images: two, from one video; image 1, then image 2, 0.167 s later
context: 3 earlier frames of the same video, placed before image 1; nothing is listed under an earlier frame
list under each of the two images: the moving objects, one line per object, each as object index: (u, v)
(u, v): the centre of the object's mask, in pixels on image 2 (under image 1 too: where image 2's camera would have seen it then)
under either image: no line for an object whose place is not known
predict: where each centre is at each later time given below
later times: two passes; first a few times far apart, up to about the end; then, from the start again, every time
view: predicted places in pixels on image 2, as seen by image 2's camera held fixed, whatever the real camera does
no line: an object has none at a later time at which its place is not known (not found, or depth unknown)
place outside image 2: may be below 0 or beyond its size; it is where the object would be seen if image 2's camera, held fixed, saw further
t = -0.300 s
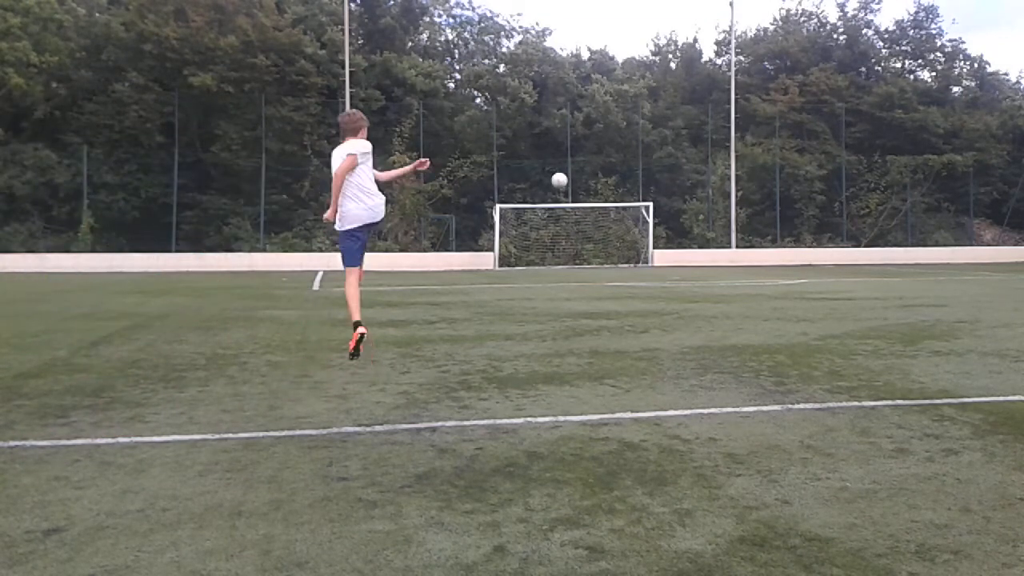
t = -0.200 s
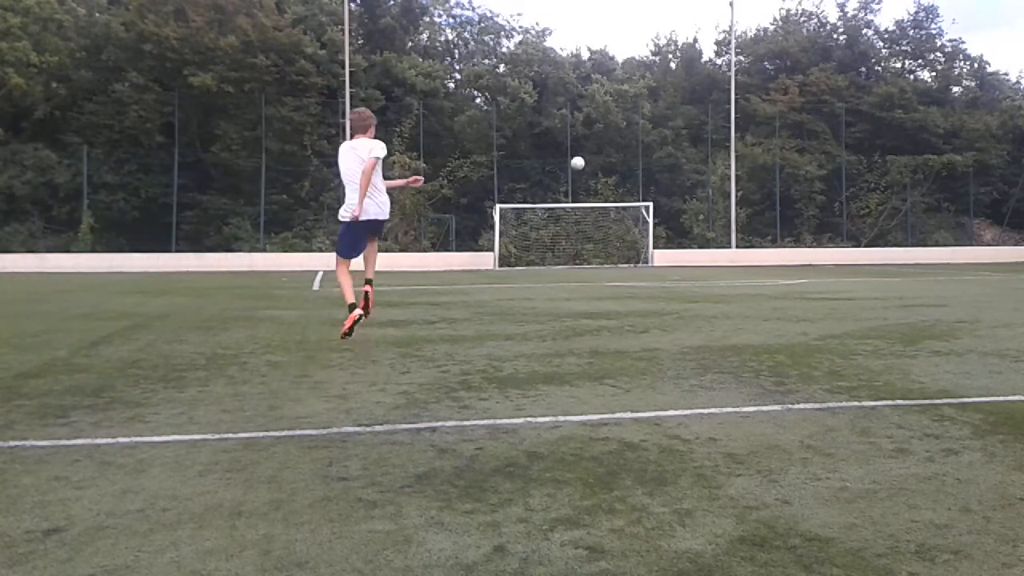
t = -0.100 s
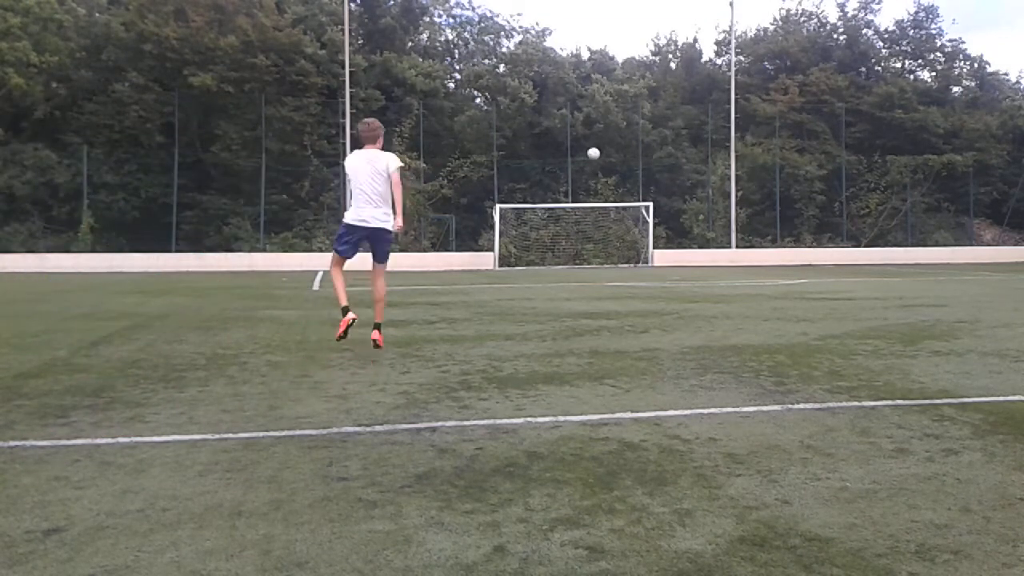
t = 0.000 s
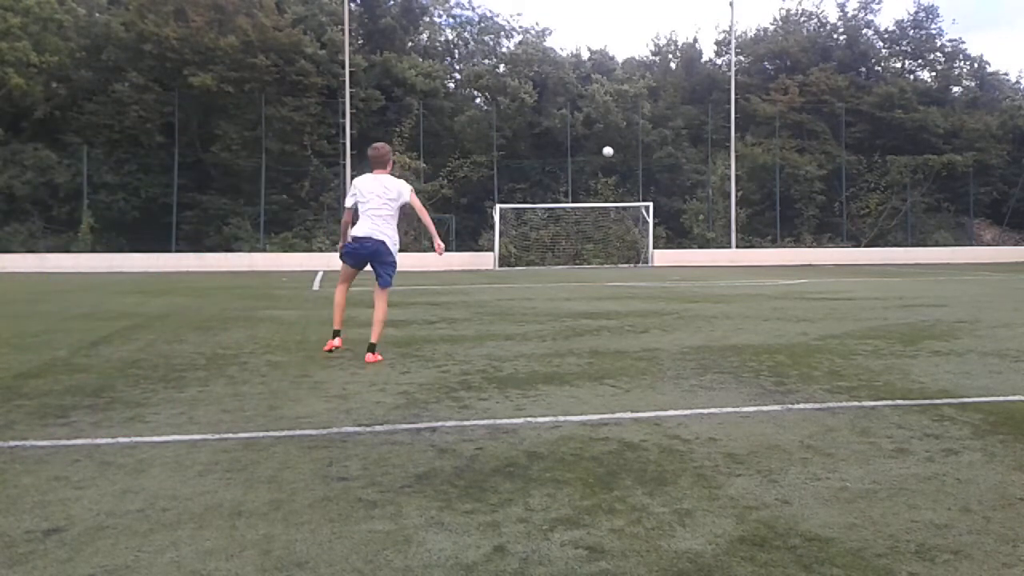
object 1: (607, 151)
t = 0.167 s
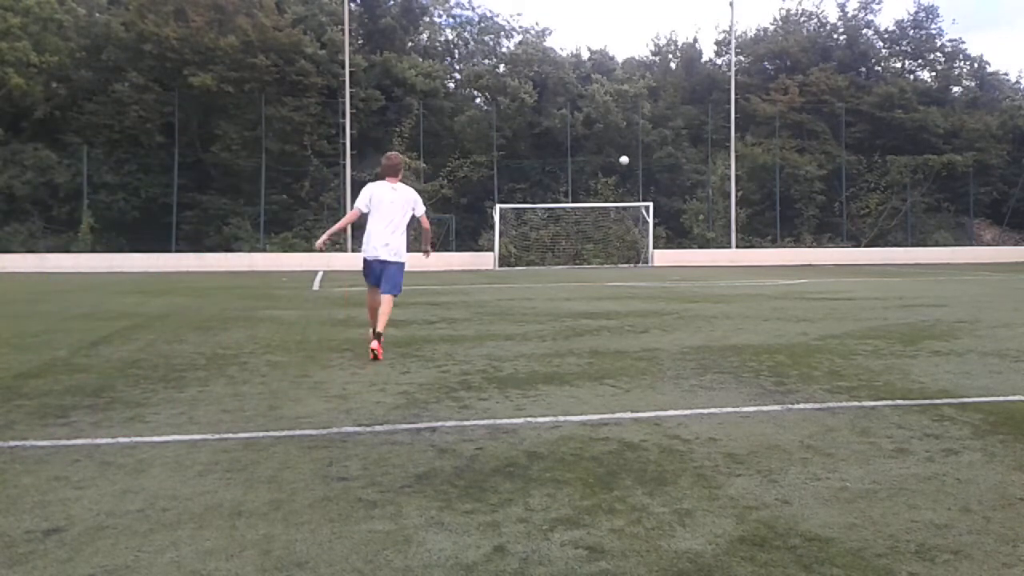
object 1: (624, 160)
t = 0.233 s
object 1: (629, 166)
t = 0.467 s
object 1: (641, 195)
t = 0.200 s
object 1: (627, 163)
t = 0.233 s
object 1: (629, 166)
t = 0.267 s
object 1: (631, 170)
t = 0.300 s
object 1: (633, 174)
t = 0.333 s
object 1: (635, 178)
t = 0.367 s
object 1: (637, 182)
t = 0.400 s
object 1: (638, 186)
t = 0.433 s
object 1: (639, 191)
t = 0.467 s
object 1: (641, 195)
